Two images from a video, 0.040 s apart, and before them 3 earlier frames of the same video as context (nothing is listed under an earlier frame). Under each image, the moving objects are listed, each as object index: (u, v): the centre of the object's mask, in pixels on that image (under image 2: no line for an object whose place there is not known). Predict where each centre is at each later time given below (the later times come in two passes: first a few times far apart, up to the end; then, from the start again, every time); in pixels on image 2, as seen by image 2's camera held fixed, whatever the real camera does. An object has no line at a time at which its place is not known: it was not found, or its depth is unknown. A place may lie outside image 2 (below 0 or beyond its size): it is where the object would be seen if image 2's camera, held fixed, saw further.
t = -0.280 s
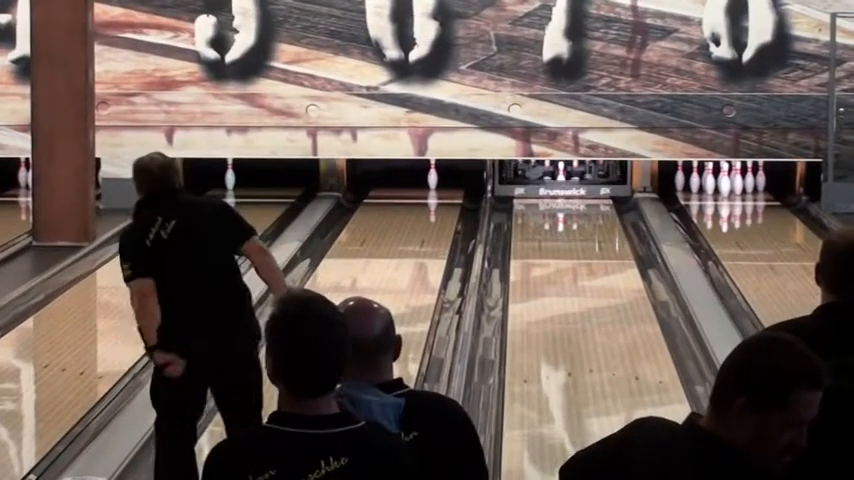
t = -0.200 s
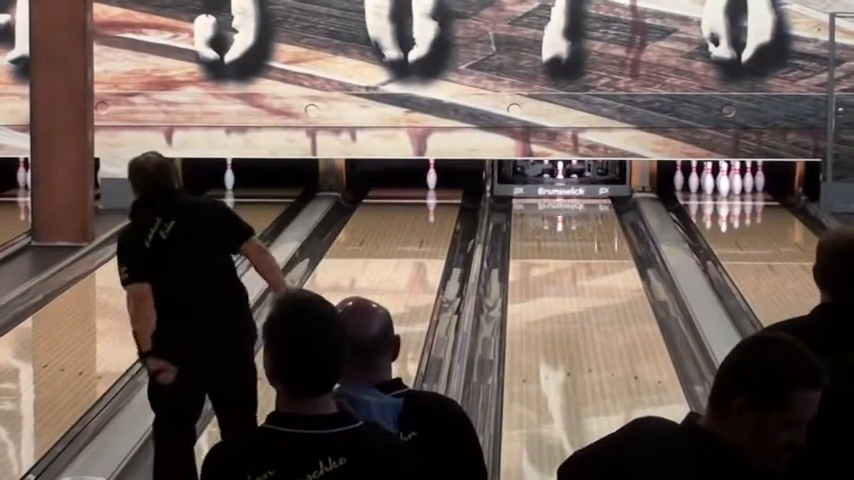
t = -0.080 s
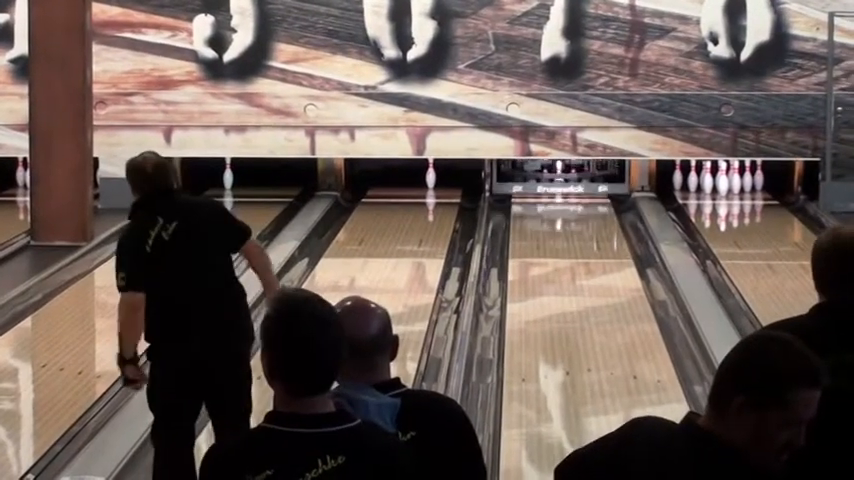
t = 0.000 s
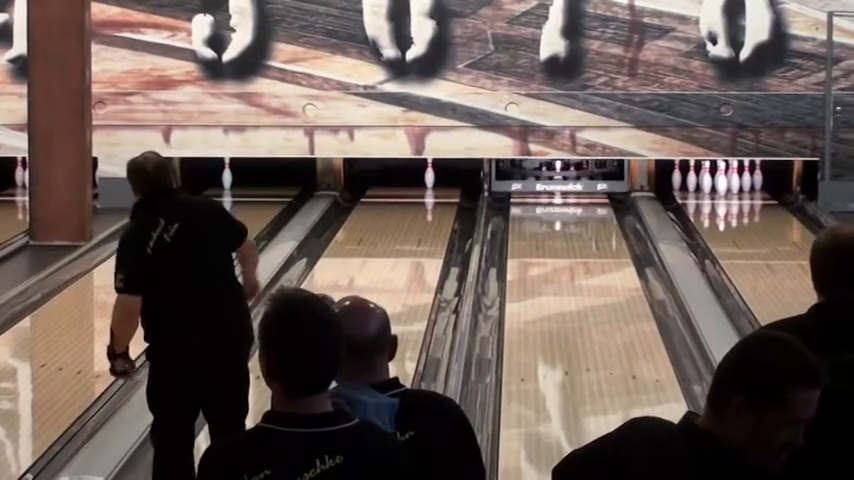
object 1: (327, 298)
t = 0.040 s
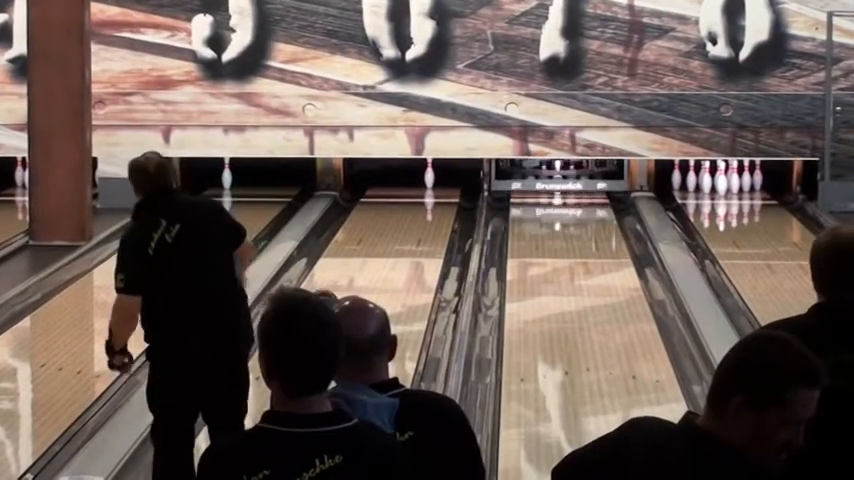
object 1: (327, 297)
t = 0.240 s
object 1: (335, 284)
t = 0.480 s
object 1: (347, 264)
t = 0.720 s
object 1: (358, 246)
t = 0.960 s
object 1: (368, 229)
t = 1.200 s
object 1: (378, 216)
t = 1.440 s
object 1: (389, 205)
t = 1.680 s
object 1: (403, 195)
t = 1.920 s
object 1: (419, 187)
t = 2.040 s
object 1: (426, 182)
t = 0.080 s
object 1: (327, 294)
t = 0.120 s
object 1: (329, 292)
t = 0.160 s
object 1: (329, 290)
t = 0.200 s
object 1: (332, 288)
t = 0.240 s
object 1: (335, 284)
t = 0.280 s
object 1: (337, 281)
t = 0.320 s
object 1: (339, 277)
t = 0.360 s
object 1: (341, 274)
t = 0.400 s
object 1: (343, 270)
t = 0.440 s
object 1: (345, 267)
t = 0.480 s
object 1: (347, 264)
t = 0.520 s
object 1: (349, 261)
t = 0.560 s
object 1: (351, 258)
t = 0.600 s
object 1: (353, 254)
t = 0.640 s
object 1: (354, 252)
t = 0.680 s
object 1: (356, 248)
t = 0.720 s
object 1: (358, 246)
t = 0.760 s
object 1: (360, 243)
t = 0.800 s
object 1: (361, 240)
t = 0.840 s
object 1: (363, 237)
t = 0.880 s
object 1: (365, 235)
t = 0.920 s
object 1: (366, 232)
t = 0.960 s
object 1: (368, 229)
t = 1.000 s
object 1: (369, 227)
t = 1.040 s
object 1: (371, 225)
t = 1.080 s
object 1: (373, 223)
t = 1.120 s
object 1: (375, 221)
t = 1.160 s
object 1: (376, 219)
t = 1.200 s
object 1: (378, 216)
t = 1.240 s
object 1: (380, 214)
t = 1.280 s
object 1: (381, 213)
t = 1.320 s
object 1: (384, 210)
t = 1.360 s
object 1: (386, 209)
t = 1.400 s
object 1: (388, 207)
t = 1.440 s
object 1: (389, 205)
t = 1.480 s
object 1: (392, 204)
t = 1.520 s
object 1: (394, 201)
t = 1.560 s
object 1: (397, 199)
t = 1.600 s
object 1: (399, 197)
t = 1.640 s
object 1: (402, 196)
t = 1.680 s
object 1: (403, 195)
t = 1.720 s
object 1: (406, 194)
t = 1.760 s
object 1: (408, 194)
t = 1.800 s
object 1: (411, 190)
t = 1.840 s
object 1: (415, 186)
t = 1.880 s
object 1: (417, 189)
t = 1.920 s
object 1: (419, 187)
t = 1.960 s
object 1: (422, 186)
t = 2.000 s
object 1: (424, 184)
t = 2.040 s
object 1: (426, 182)
